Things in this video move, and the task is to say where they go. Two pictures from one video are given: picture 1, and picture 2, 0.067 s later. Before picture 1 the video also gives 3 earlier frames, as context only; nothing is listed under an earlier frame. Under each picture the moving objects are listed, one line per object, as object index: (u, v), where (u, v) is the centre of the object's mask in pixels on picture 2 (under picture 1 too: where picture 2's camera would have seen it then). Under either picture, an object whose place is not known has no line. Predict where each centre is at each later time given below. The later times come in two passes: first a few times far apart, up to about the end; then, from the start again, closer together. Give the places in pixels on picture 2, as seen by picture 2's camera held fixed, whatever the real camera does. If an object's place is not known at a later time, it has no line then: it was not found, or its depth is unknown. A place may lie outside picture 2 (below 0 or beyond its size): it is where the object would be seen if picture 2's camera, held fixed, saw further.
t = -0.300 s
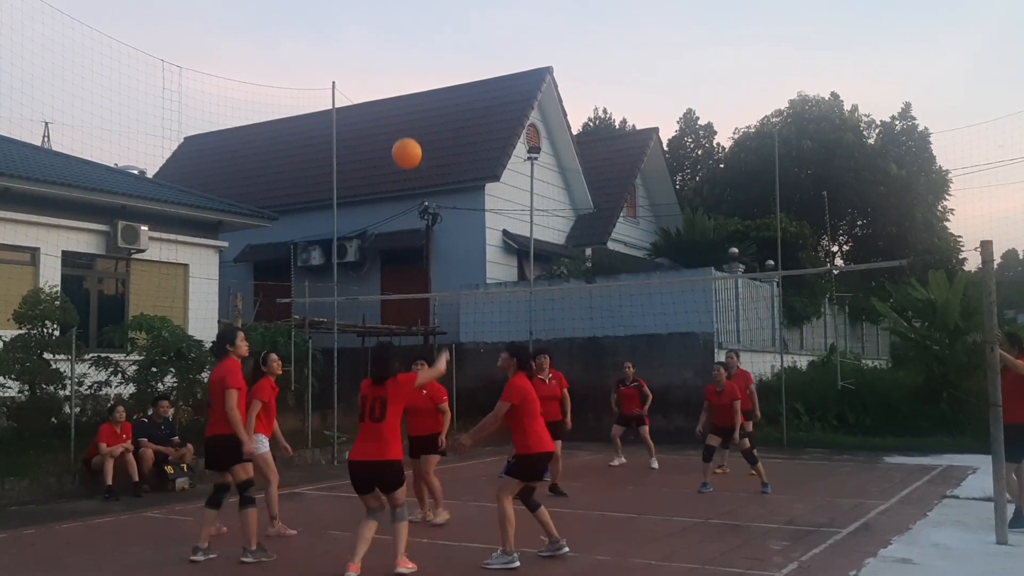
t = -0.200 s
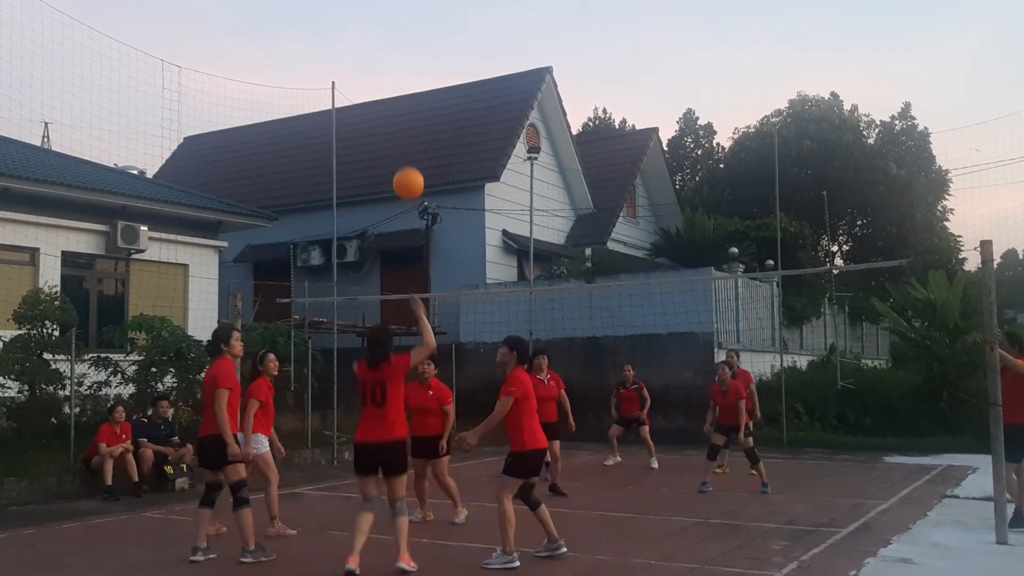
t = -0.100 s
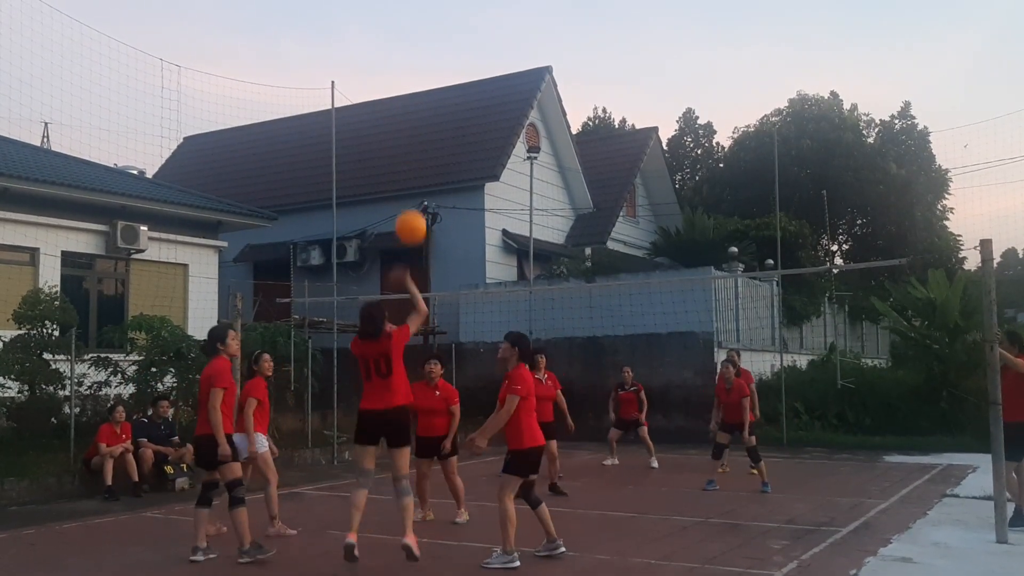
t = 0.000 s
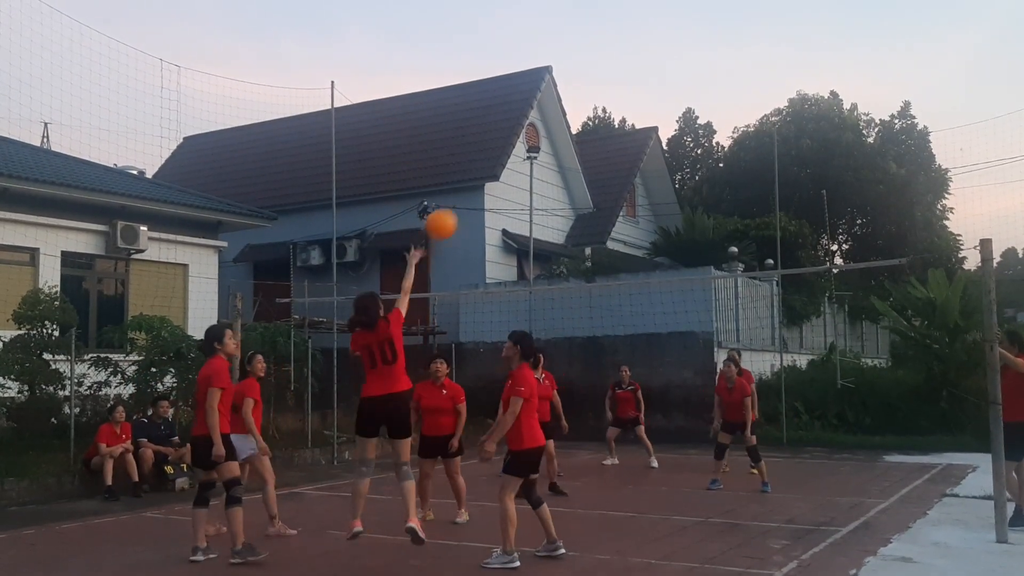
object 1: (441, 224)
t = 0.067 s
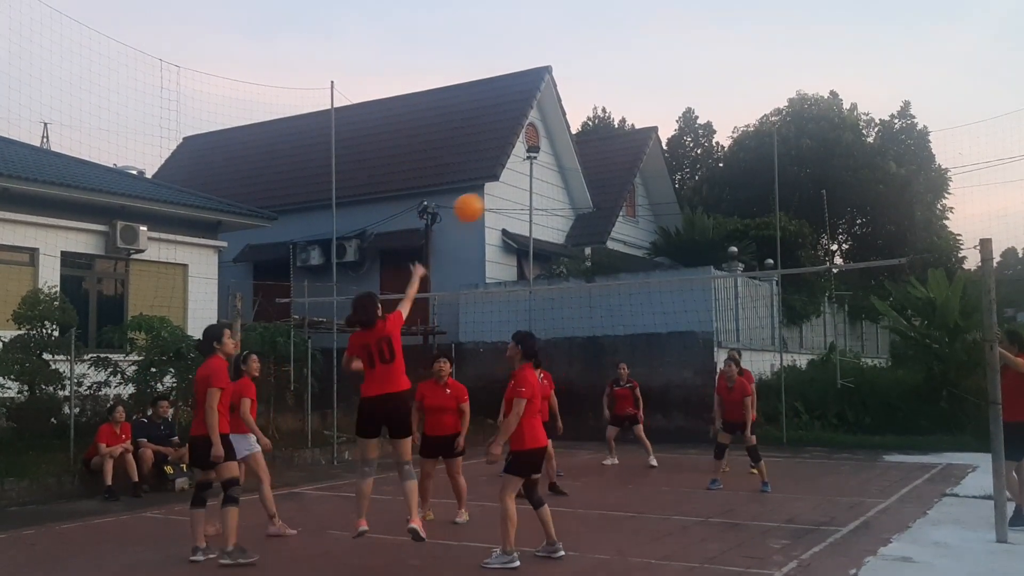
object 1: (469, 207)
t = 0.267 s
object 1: (535, 195)
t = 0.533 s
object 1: (605, 241)
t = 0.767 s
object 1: (653, 324)
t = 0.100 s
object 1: (481, 202)
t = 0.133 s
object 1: (492, 198)
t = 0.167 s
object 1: (504, 196)
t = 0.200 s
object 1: (515, 194)
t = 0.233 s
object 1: (525, 194)
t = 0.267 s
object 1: (535, 195)
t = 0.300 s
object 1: (545, 197)
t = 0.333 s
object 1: (555, 201)
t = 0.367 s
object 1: (565, 205)
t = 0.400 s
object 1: (574, 211)
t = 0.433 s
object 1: (582, 217)
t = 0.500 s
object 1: (598, 232)
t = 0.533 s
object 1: (605, 241)
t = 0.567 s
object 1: (613, 252)
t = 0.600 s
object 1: (620, 262)
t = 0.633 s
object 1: (626, 271)
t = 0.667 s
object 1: (634, 285)
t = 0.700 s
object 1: (640, 297)
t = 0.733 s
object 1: (647, 310)
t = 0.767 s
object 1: (653, 324)
